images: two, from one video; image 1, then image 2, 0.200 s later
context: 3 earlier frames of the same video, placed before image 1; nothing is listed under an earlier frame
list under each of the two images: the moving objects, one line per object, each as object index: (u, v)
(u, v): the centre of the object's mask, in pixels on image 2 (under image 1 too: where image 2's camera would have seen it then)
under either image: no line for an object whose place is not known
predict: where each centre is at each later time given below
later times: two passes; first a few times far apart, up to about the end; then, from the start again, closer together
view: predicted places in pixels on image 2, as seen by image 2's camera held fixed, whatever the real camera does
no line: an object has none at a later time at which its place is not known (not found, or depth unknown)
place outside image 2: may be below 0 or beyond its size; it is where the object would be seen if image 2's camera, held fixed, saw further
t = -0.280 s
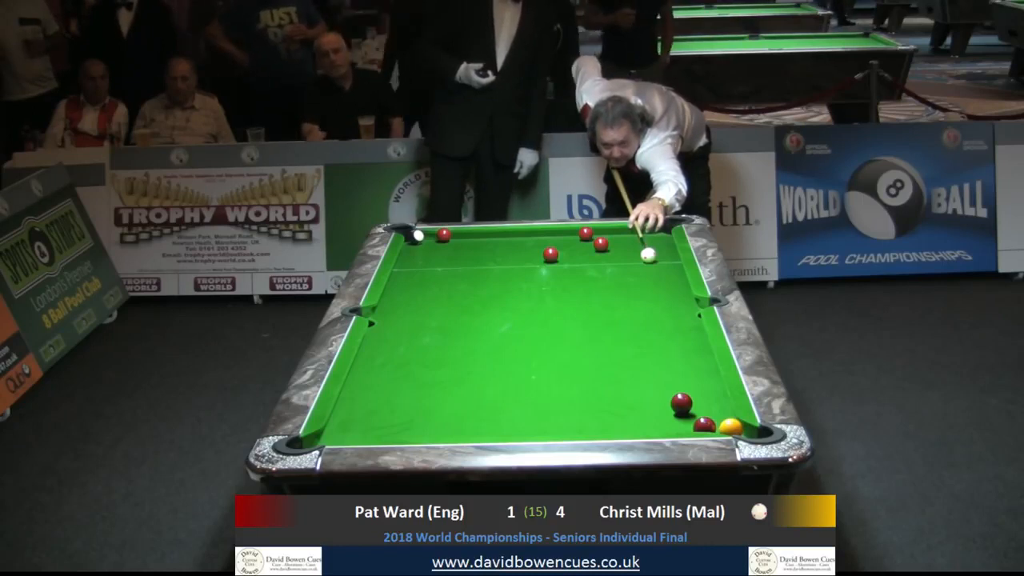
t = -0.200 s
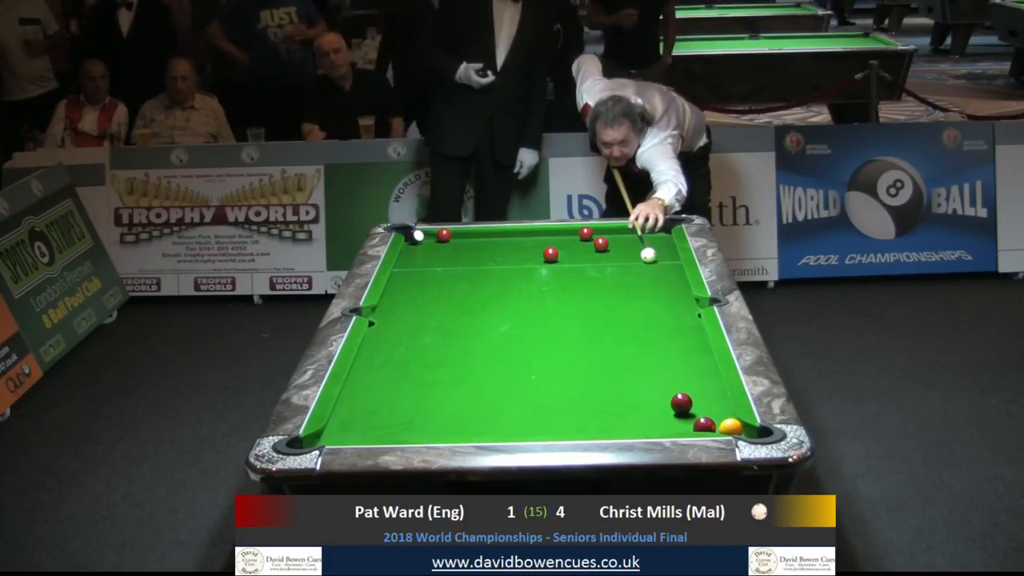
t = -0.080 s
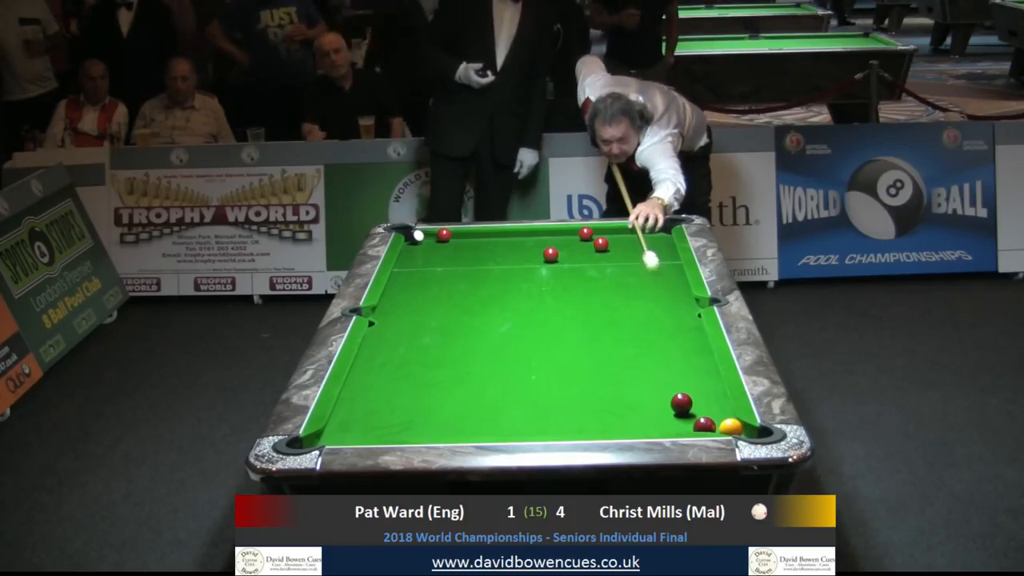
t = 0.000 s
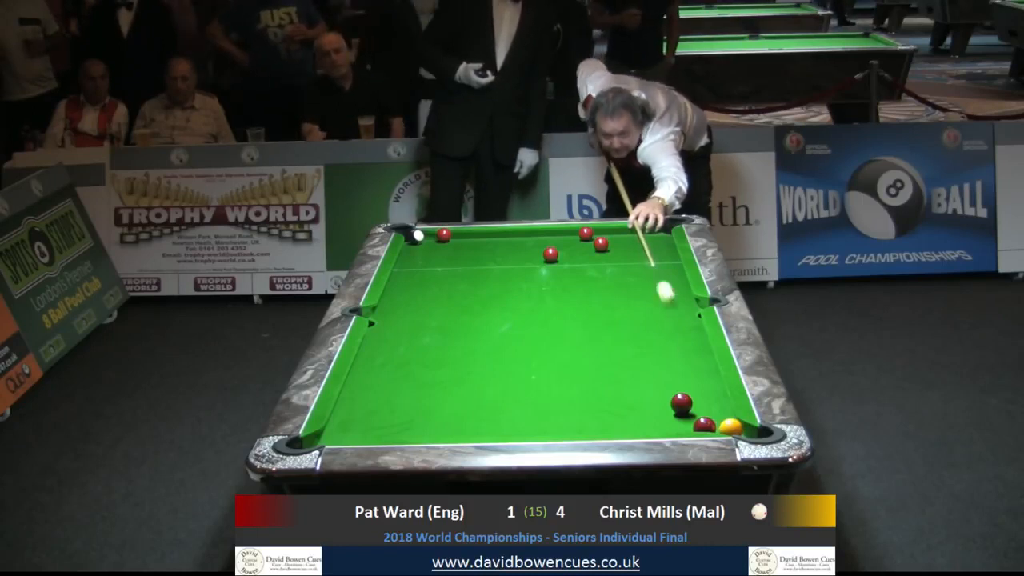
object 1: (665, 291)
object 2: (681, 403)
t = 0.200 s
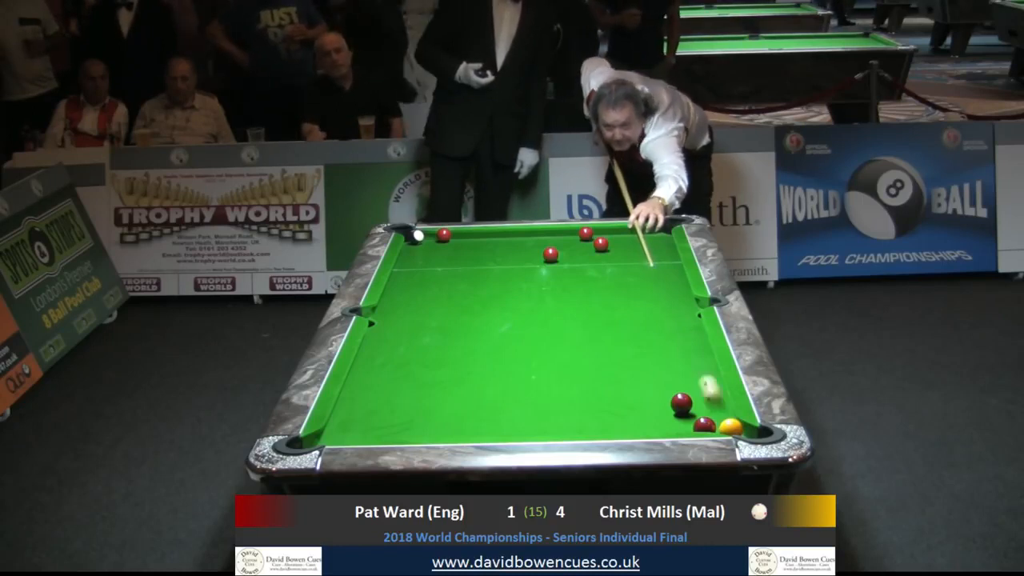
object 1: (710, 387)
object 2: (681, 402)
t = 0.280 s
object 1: (723, 418)
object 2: (681, 402)
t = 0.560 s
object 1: (703, 406)
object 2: (681, 402)
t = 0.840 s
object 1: (705, 397)
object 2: (669, 401)
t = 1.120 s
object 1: (707, 389)
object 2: (660, 400)
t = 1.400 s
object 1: (709, 383)
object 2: (654, 399)
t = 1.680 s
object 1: (710, 378)
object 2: (651, 399)
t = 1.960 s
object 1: (709, 375)
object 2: (651, 399)
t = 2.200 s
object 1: (708, 373)
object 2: (651, 398)
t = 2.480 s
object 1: (708, 372)
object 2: (651, 399)
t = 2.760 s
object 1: (708, 372)
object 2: (651, 399)
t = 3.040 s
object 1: (708, 372)
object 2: (652, 399)
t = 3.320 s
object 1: (708, 372)
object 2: (651, 399)
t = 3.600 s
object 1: (708, 372)
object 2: (652, 399)
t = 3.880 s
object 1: (708, 372)
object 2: (652, 399)
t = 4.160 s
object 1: (708, 372)
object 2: (652, 399)
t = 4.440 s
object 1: (708, 372)
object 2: (652, 399)
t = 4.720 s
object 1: (708, 372)
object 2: (652, 399)
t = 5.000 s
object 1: (708, 372)
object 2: (652, 399)
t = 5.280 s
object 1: (708, 372)
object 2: (652, 399)
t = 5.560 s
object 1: (708, 372)
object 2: (652, 399)
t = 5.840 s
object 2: (651, 399)
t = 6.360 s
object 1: (708, 372)
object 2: (652, 399)
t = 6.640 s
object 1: (708, 372)
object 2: (652, 399)
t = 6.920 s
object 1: (708, 372)
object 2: (652, 399)
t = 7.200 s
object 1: (708, 372)
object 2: (651, 399)
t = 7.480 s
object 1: (708, 372)
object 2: (652, 399)
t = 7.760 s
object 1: (708, 372)
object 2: (652, 399)
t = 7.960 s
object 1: (708, 372)
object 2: (652, 398)
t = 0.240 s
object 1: (720, 409)
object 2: (681, 402)
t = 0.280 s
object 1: (723, 418)
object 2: (681, 402)
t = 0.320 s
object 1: (720, 417)
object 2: (681, 402)
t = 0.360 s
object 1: (718, 415)
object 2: (681, 403)
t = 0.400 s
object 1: (715, 413)
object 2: (681, 402)
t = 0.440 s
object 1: (712, 411)
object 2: (681, 402)
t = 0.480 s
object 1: (709, 409)
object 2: (681, 402)
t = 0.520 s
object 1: (706, 407)
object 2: (681, 403)
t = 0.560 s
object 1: (703, 406)
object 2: (681, 402)
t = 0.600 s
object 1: (703, 405)
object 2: (679, 402)
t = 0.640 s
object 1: (703, 403)
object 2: (678, 402)
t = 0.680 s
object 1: (703, 402)
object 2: (676, 402)
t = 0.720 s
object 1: (704, 400)
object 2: (674, 402)
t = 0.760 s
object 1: (704, 399)
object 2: (672, 401)
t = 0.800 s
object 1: (704, 398)
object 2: (671, 401)
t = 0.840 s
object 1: (705, 397)
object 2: (669, 401)
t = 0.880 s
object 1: (705, 396)
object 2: (668, 401)
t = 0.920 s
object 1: (706, 394)
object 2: (666, 401)
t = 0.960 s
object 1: (706, 393)
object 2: (665, 400)
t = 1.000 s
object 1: (706, 392)
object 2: (664, 400)
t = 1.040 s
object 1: (706, 391)
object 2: (663, 400)
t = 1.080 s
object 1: (707, 390)
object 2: (661, 400)
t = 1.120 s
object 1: (707, 389)
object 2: (660, 400)
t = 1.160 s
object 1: (707, 388)
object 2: (659, 400)
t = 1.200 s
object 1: (708, 387)
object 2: (658, 400)
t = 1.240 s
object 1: (708, 386)
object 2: (657, 399)
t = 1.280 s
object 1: (708, 385)
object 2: (656, 399)
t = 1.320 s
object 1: (708, 385)
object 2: (656, 399)
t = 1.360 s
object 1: (709, 384)
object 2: (655, 399)
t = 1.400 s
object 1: (709, 383)
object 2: (654, 399)
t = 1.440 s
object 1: (709, 382)
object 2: (653, 399)
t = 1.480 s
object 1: (709, 381)
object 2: (653, 399)
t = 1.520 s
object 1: (709, 380)
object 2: (652, 399)
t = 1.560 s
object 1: (710, 380)
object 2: (652, 399)
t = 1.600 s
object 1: (710, 379)
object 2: (651, 398)
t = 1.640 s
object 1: (710, 379)
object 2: (651, 399)
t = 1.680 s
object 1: (710, 378)
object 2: (651, 399)
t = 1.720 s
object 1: (710, 377)
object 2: (651, 398)
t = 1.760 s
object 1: (711, 377)
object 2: (651, 398)
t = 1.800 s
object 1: (711, 376)
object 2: (650, 399)
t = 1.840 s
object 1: (710, 376)
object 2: (651, 398)
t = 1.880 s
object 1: (710, 375)
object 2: (650, 399)
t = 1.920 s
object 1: (710, 375)
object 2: (651, 398)
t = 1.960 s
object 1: (709, 375)
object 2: (651, 399)
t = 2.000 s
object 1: (709, 374)
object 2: (651, 398)
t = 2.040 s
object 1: (709, 374)
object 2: (651, 398)
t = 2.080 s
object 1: (709, 374)
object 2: (651, 399)
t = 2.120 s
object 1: (709, 374)
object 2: (651, 398)
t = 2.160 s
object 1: (708, 373)
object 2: (651, 398)
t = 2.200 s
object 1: (708, 373)
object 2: (651, 398)
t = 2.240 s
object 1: (708, 373)
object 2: (651, 399)
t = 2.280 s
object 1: (708, 373)
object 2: (651, 398)
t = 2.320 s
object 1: (708, 373)
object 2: (651, 399)
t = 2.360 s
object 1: (708, 372)
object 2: (651, 399)
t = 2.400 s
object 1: (708, 372)
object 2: (651, 399)
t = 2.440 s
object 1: (708, 372)
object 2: (651, 399)
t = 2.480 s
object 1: (708, 372)
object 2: (651, 399)
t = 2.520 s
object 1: (708, 372)
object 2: (651, 399)
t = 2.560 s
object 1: (708, 372)
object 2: (651, 399)
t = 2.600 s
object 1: (708, 372)
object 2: (651, 399)
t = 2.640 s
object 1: (708, 372)
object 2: (652, 399)
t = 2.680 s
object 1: (708, 372)
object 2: (652, 399)
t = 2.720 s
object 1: (708, 372)
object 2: (652, 399)
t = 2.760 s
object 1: (708, 372)
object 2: (651, 399)
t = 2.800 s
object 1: (708, 372)
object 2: (651, 399)
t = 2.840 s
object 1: (708, 372)
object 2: (652, 399)
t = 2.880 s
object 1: (708, 372)
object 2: (652, 399)
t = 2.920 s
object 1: (708, 372)
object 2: (652, 399)
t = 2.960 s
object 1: (708, 372)
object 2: (652, 399)
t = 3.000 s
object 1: (708, 372)
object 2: (652, 399)
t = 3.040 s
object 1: (708, 372)
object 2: (652, 399)
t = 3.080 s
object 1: (708, 372)
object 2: (652, 399)
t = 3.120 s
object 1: (708, 372)
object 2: (652, 399)
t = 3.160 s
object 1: (708, 372)
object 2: (652, 399)
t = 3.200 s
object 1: (708, 372)
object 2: (652, 399)
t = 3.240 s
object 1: (708, 372)
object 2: (652, 399)
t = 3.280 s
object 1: (708, 372)
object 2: (651, 399)
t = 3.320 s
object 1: (708, 372)
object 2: (651, 399)
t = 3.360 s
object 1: (708, 372)
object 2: (652, 399)
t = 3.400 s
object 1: (708, 372)
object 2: (652, 399)
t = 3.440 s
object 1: (708, 372)
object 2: (652, 399)
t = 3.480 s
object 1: (708, 372)
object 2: (652, 399)
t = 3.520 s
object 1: (708, 372)
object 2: (652, 399)
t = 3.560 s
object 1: (708, 372)
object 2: (652, 399)
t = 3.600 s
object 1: (708, 372)
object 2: (652, 399)
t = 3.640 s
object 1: (708, 372)
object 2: (652, 399)
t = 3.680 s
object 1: (708, 372)
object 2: (652, 399)
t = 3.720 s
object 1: (708, 372)
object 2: (652, 399)
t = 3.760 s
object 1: (708, 372)
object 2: (652, 399)
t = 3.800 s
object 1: (708, 372)
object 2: (652, 399)
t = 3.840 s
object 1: (708, 372)
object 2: (652, 399)
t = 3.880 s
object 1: (708, 372)
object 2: (652, 399)
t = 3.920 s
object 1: (708, 372)
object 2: (652, 399)
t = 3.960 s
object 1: (708, 372)
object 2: (652, 399)
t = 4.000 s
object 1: (708, 372)
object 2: (652, 399)
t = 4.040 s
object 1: (708, 372)
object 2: (652, 399)
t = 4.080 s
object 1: (708, 372)
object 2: (652, 399)
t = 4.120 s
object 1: (708, 372)
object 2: (652, 399)
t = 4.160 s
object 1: (708, 372)
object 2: (652, 399)
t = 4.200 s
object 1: (708, 372)
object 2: (652, 399)
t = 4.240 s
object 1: (708, 372)
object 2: (652, 399)
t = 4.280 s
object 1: (708, 372)
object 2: (652, 399)
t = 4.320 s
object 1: (708, 372)
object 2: (652, 399)
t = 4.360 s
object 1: (708, 372)
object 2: (652, 399)
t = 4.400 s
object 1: (708, 372)
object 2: (652, 399)
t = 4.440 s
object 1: (708, 372)
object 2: (652, 399)
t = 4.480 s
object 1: (708, 372)
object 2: (652, 399)
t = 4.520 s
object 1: (708, 372)
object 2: (652, 399)
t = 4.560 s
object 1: (708, 372)
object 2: (652, 399)
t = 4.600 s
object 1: (708, 372)
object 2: (652, 399)
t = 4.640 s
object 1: (708, 372)
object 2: (652, 399)
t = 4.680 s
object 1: (708, 373)
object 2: (652, 399)
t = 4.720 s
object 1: (708, 372)
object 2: (652, 399)
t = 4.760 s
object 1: (708, 373)
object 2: (652, 399)
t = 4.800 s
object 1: (708, 372)
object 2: (652, 399)
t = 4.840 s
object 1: (708, 372)
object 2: (652, 399)
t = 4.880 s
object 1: (708, 372)
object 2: (652, 399)
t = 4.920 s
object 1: (708, 372)
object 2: (652, 399)
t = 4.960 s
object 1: (708, 372)
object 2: (652, 399)
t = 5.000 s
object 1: (708, 372)
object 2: (652, 399)
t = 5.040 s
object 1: (708, 372)
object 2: (651, 399)
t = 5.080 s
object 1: (708, 372)
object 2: (652, 399)
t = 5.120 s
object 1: (708, 372)
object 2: (652, 399)
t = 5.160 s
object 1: (708, 372)
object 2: (652, 399)
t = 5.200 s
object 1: (708, 372)
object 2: (652, 399)
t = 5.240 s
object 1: (708, 372)
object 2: (652, 399)
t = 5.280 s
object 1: (708, 372)
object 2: (652, 399)
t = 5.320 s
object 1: (708, 372)
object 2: (652, 399)
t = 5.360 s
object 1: (708, 372)
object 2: (652, 399)
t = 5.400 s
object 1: (708, 372)
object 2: (652, 399)
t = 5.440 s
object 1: (708, 372)
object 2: (652, 399)
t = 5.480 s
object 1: (708, 372)
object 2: (652, 399)
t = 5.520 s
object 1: (708, 372)
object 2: (652, 399)
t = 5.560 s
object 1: (708, 372)
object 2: (652, 399)
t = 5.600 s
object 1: (708, 372)
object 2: (652, 399)
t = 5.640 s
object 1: (708, 372)
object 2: (652, 399)
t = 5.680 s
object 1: (708, 372)
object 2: (652, 399)
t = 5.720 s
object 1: (708, 372)
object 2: (652, 399)
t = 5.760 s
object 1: (708, 373)
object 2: (652, 399)
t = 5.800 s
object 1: (704, 371)
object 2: (651, 398)
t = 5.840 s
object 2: (651, 399)
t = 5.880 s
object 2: (650, 399)
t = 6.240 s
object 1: (708, 372)
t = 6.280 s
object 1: (708, 372)
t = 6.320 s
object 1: (708, 372)
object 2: (652, 399)
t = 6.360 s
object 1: (708, 372)
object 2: (652, 399)
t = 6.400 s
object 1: (708, 372)
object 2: (652, 399)
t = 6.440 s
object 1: (708, 372)
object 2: (652, 399)
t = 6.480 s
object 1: (708, 372)
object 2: (652, 399)
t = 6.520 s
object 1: (708, 372)
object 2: (652, 399)
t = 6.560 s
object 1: (708, 372)
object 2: (652, 399)
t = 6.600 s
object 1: (708, 372)
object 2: (652, 399)
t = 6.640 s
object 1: (708, 372)
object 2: (652, 399)
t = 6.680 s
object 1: (708, 372)
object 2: (652, 399)
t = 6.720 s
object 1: (708, 372)
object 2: (652, 399)
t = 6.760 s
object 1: (708, 372)
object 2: (652, 399)
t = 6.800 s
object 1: (708, 372)
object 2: (651, 399)
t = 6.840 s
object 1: (708, 372)
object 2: (651, 399)
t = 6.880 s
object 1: (708, 372)
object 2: (651, 399)
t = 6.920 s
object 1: (708, 372)
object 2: (652, 399)
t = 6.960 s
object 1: (708, 372)
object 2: (652, 399)
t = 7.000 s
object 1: (708, 372)
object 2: (651, 399)
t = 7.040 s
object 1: (708, 372)
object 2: (651, 399)
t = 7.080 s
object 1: (708, 372)
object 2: (651, 399)
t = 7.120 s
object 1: (708, 372)
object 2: (652, 399)
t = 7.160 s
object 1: (708, 372)
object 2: (652, 399)
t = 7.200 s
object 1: (708, 372)
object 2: (651, 399)
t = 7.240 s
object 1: (708, 372)
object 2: (651, 399)
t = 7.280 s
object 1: (708, 372)
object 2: (652, 399)
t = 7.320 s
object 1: (708, 372)
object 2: (652, 399)
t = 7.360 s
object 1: (708, 372)
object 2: (652, 399)
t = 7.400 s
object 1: (708, 372)
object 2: (652, 399)
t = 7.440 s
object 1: (708, 372)
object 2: (651, 399)
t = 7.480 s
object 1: (708, 372)
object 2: (652, 399)
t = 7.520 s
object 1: (708, 372)
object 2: (652, 399)
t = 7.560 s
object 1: (708, 372)
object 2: (652, 399)
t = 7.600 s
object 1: (708, 372)
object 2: (652, 399)
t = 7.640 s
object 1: (708, 372)
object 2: (652, 399)
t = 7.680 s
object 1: (708, 372)
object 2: (652, 399)
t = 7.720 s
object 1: (708, 372)
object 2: (652, 399)
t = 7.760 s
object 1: (708, 372)
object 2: (652, 399)
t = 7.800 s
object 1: (708, 372)
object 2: (652, 399)
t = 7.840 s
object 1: (708, 372)
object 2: (652, 399)
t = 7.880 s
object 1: (708, 372)
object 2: (652, 399)
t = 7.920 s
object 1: (708, 372)
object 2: (652, 399)
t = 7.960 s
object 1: (708, 372)
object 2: (652, 398)
